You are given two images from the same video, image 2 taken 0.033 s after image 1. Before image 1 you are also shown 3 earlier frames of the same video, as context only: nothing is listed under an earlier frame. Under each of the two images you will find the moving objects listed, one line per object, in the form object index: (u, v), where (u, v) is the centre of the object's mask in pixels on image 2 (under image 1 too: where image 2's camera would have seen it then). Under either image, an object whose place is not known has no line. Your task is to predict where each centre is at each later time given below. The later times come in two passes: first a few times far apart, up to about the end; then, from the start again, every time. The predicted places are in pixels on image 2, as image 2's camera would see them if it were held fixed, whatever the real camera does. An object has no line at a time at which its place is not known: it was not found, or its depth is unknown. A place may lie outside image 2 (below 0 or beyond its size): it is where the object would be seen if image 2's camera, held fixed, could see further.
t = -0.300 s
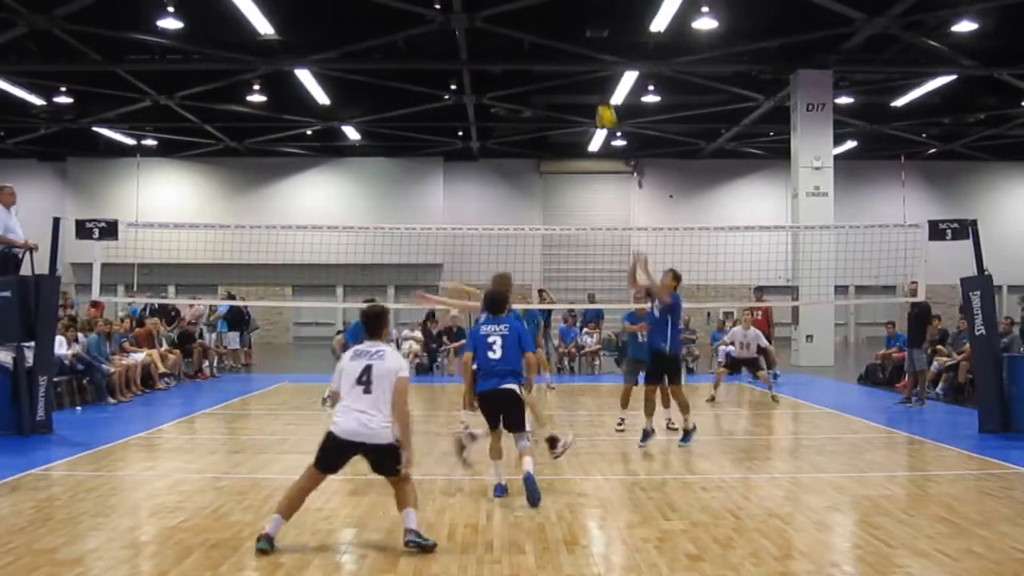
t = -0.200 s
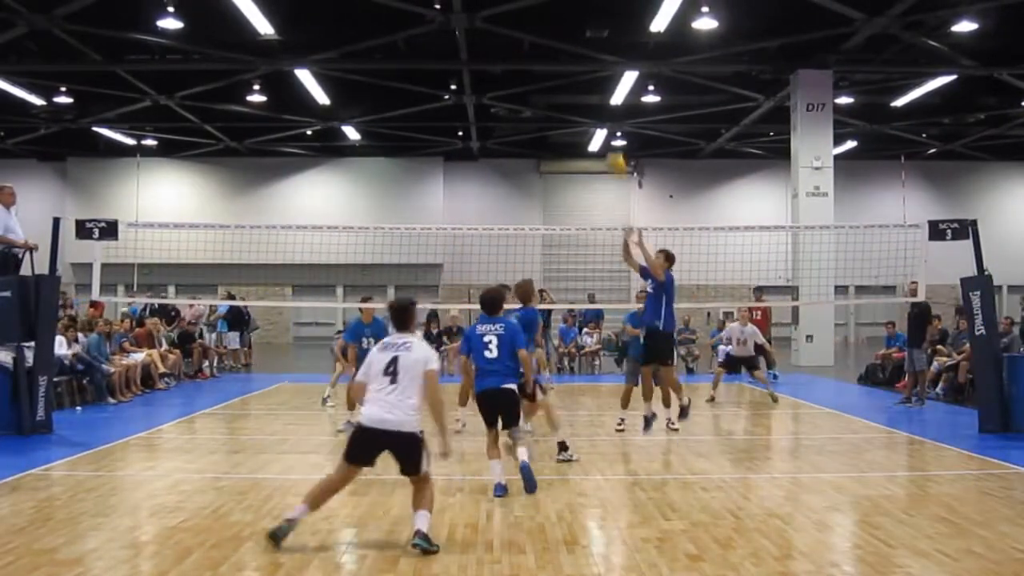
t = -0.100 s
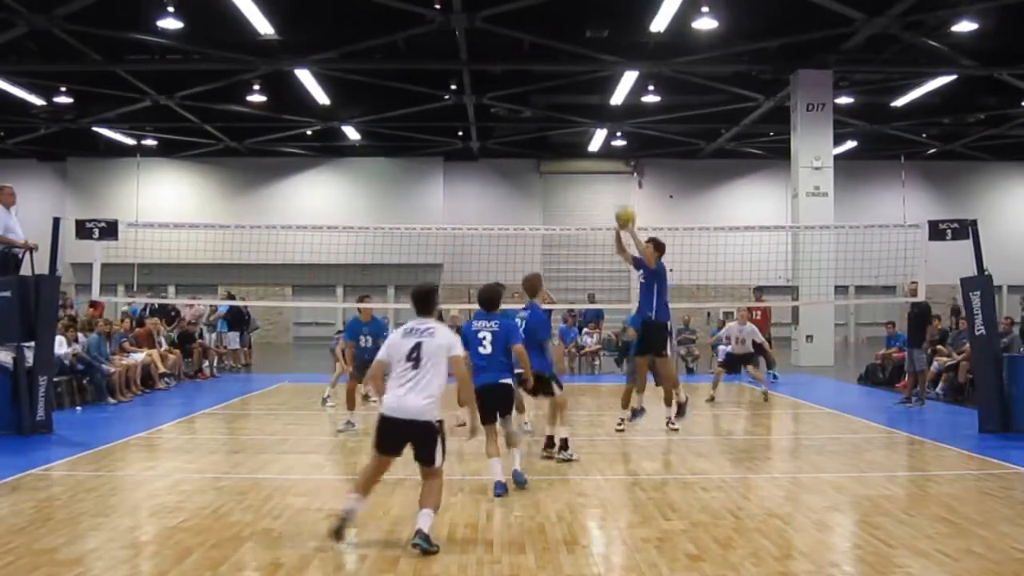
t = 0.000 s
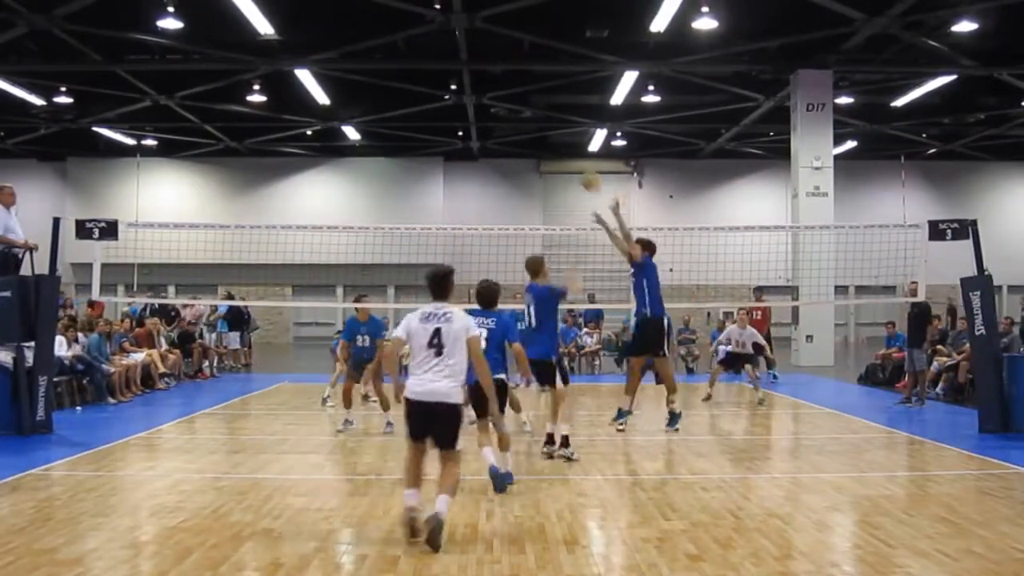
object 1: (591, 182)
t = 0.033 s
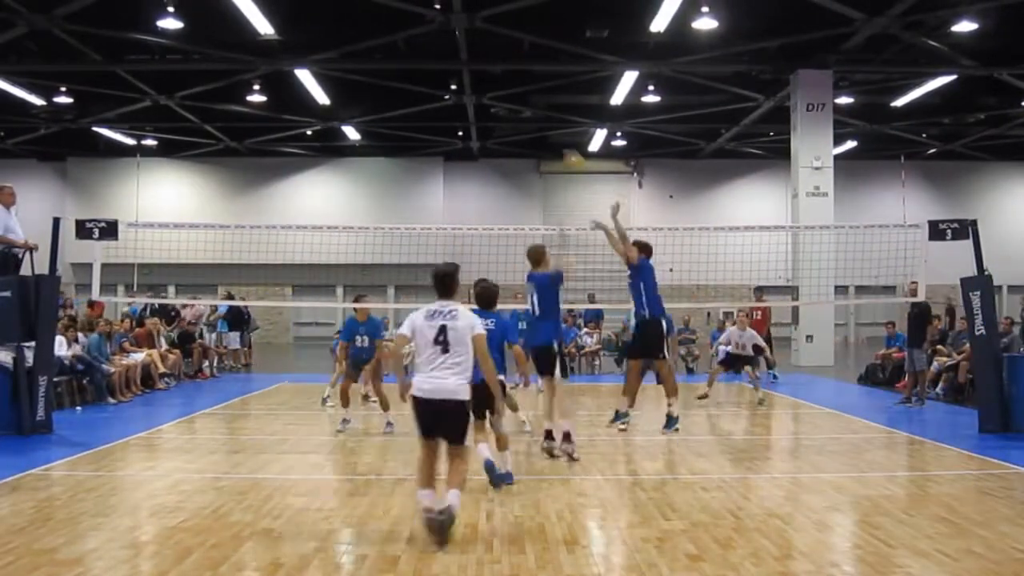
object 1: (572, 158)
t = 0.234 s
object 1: (477, 81)
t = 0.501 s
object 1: (349, 31)
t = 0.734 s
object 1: (241, 45)
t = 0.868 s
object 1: (179, 77)
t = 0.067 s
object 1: (558, 147)
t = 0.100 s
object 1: (541, 132)
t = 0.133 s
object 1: (524, 117)
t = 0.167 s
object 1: (509, 104)
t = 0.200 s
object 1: (492, 92)
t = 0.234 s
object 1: (477, 81)
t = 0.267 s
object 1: (459, 70)
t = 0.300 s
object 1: (444, 62)
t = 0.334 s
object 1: (428, 53)
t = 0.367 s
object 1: (412, 47)
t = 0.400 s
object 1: (396, 42)
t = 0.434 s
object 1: (380, 37)
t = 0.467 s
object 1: (365, 34)
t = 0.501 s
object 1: (349, 31)
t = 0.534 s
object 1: (333, 30)
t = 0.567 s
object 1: (318, 30)
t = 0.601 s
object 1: (302, 31)
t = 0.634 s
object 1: (288, 33)
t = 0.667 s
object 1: (273, 37)
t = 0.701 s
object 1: (256, 41)
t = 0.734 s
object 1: (241, 45)
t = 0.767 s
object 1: (225, 52)
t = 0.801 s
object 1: (210, 59)
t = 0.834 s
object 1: (194, 67)
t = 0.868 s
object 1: (179, 77)
